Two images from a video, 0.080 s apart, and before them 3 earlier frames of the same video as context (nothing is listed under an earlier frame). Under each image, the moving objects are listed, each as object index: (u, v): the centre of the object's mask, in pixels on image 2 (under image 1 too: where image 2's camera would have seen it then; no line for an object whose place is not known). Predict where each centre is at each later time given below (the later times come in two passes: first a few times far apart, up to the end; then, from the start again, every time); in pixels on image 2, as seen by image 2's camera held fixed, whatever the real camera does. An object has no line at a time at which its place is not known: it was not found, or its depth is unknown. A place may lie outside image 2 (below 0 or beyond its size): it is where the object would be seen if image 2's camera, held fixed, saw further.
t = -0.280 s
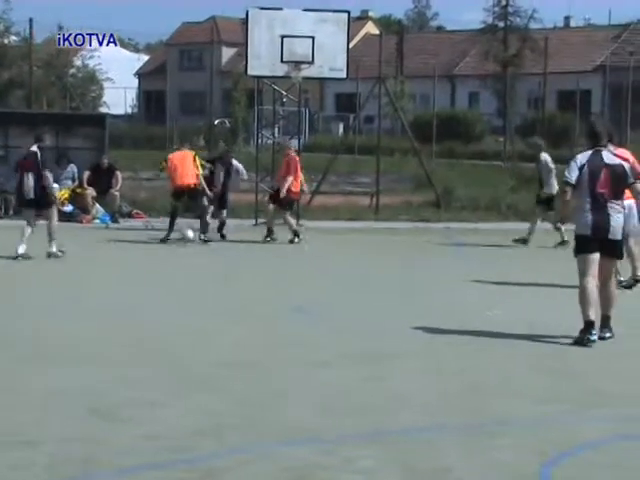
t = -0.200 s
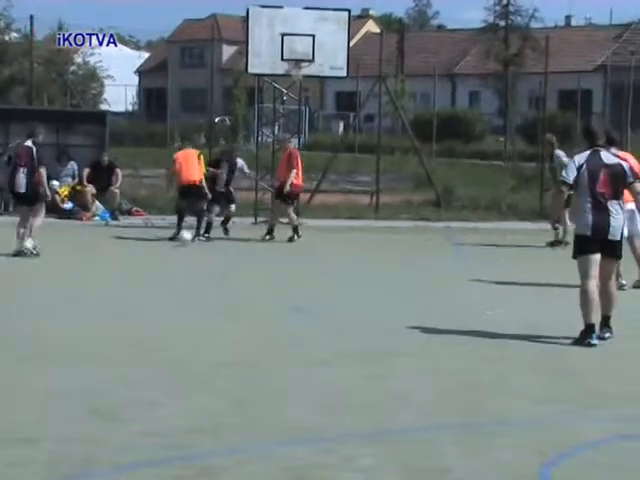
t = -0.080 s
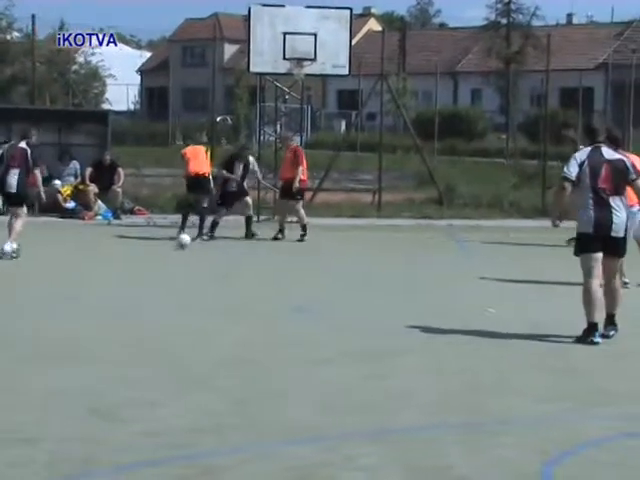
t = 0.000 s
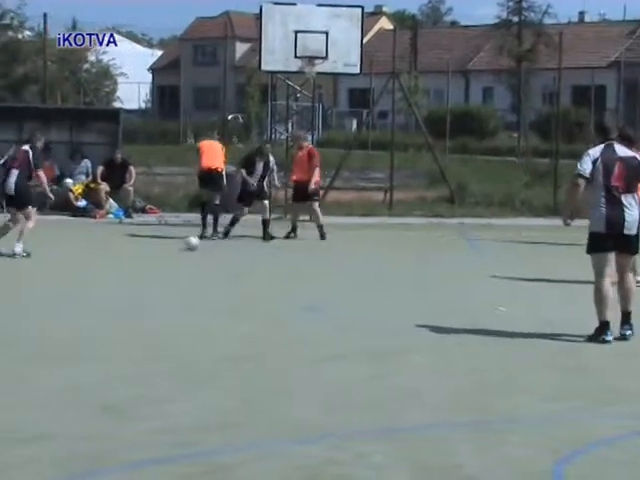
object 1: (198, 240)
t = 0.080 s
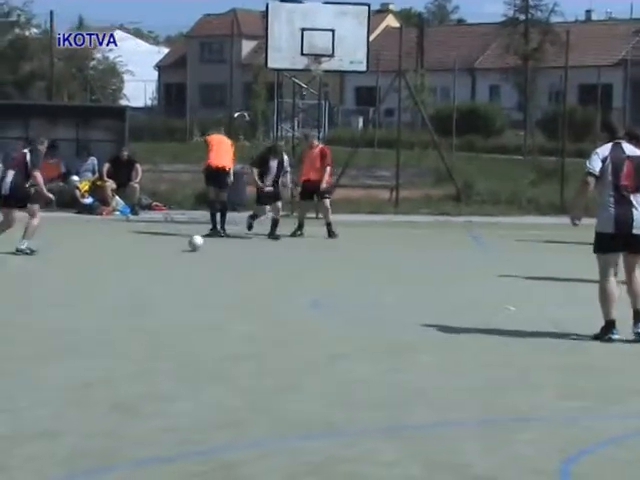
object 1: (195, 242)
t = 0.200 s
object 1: (191, 246)
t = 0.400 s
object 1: (182, 255)
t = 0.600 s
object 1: (174, 261)
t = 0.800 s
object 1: (164, 269)
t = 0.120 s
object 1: (194, 245)
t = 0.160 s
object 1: (191, 246)
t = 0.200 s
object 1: (191, 246)
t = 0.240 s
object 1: (189, 249)
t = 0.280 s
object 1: (187, 250)
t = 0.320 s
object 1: (185, 250)
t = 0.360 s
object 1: (183, 252)
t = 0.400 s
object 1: (182, 255)
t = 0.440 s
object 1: (181, 256)
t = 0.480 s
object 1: (179, 257)
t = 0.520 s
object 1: (177, 258)
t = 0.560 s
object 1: (175, 259)
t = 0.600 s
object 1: (174, 261)
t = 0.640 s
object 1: (172, 262)
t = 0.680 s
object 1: (171, 262)
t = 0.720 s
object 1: (170, 265)
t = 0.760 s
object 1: (167, 267)
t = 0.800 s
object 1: (164, 269)
